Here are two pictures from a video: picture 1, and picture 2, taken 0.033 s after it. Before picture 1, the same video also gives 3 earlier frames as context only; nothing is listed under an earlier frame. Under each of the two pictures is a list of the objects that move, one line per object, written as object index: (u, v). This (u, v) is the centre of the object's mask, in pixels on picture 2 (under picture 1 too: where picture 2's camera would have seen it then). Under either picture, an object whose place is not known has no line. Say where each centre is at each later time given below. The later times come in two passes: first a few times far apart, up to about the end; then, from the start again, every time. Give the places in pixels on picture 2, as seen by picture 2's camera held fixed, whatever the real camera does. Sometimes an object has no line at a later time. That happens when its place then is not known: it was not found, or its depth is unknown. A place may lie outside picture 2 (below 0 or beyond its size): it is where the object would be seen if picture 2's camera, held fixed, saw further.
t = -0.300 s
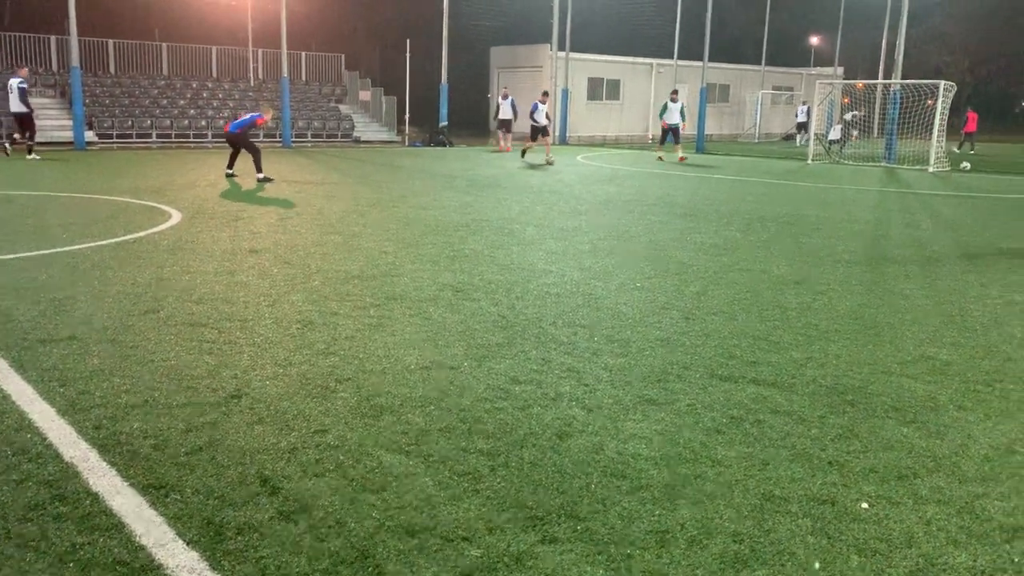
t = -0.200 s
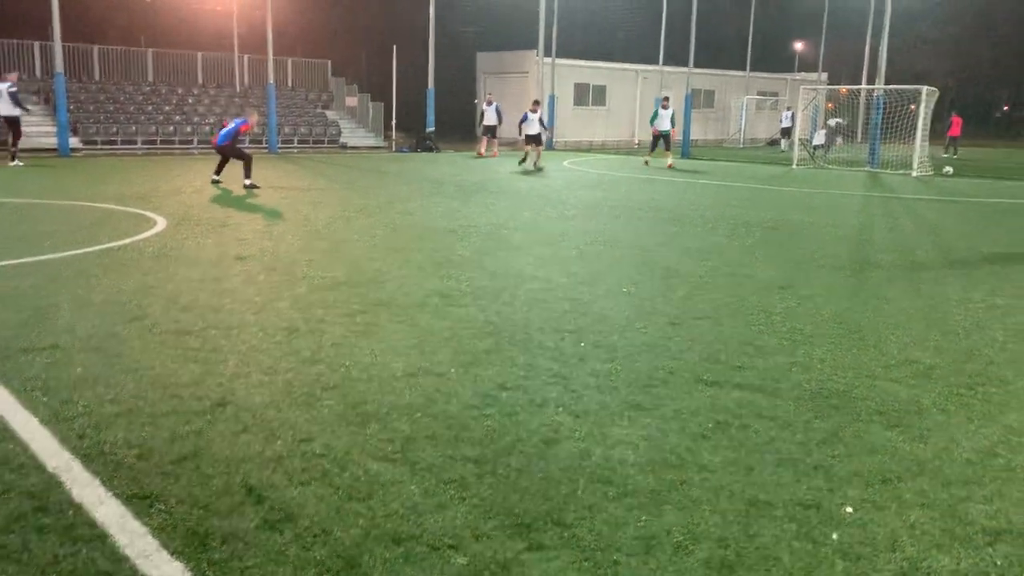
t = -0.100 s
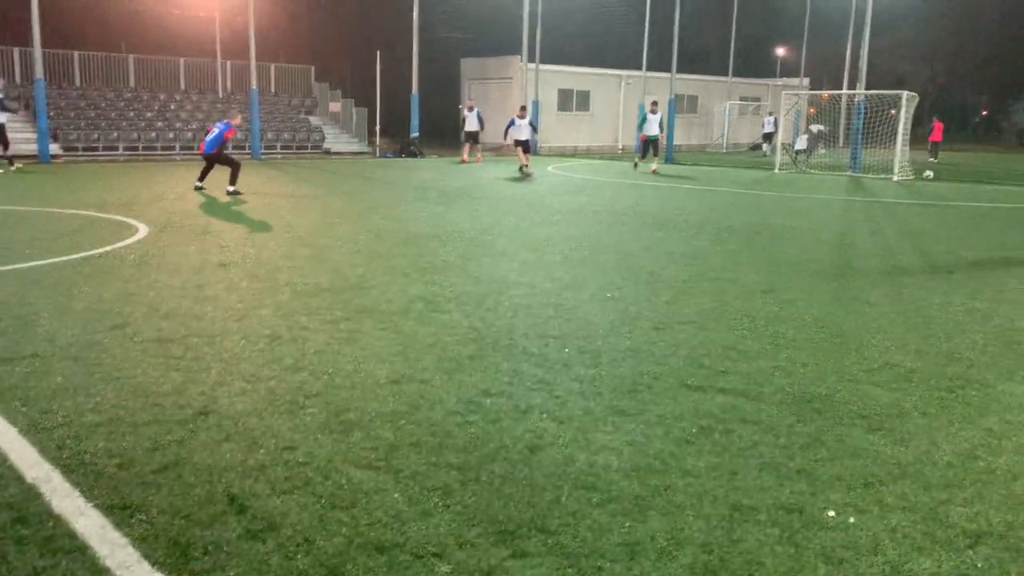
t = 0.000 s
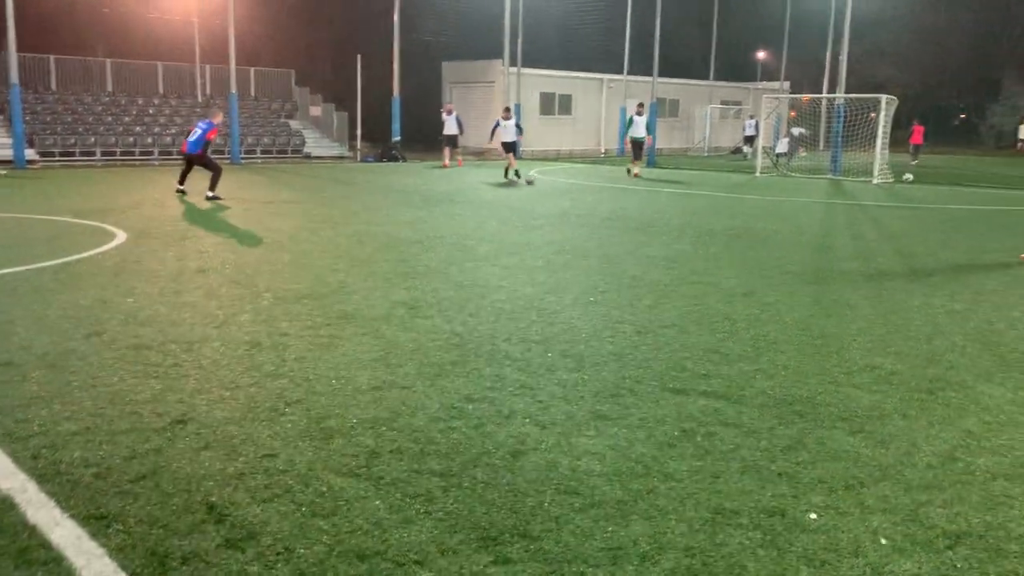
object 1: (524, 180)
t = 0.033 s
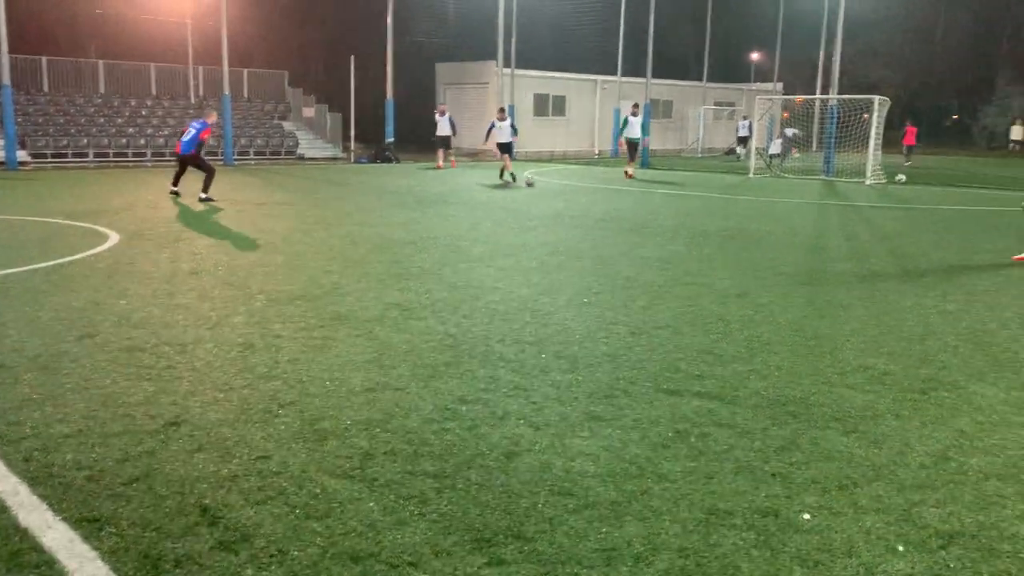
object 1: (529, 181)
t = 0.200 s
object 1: (563, 187)
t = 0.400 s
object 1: (610, 193)
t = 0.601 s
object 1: (663, 202)
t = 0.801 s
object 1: (724, 213)
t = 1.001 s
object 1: (791, 221)
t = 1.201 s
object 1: (861, 229)
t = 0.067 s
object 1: (536, 182)
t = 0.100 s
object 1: (542, 183)
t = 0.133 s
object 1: (549, 185)
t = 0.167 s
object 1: (556, 186)
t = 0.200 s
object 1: (563, 187)
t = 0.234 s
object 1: (571, 188)
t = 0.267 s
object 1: (579, 190)
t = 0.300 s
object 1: (586, 191)
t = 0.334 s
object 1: (594, 192)
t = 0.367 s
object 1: (601, 192)
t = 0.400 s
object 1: (610, 193)
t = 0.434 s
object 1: (618, 196)
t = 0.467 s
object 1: (627, 197)
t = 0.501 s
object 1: (636, 197)
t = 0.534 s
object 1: (644, 198)
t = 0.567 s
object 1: (653, 199)
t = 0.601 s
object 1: (663, 202)
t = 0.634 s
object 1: (673, 204)
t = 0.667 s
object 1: (682, 205)
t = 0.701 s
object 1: (693, 206)
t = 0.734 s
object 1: (703, 208)
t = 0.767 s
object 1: (714, 211)
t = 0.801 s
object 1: (724, 213)
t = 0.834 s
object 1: (735, 214)
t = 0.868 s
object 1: (746, 215)
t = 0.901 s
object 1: (757, 217)
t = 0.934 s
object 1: (768, 218)
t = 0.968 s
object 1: (780, 219)
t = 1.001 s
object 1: (791, 221)
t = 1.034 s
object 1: (803, 223)
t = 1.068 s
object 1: (814, 223)
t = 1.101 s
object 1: (825, 224)
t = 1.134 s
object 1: (837, 226)
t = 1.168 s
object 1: (849, 228)
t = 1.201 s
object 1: (861, 229)
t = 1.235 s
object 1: (873, 231)
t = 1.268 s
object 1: (885, 233)
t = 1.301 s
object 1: (898, 235)
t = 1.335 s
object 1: (911, 237)
